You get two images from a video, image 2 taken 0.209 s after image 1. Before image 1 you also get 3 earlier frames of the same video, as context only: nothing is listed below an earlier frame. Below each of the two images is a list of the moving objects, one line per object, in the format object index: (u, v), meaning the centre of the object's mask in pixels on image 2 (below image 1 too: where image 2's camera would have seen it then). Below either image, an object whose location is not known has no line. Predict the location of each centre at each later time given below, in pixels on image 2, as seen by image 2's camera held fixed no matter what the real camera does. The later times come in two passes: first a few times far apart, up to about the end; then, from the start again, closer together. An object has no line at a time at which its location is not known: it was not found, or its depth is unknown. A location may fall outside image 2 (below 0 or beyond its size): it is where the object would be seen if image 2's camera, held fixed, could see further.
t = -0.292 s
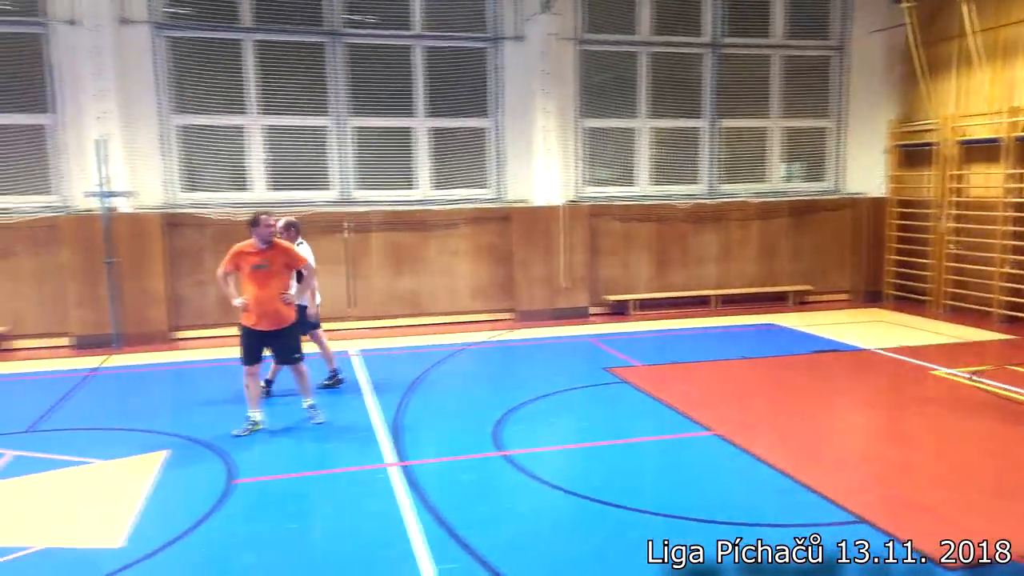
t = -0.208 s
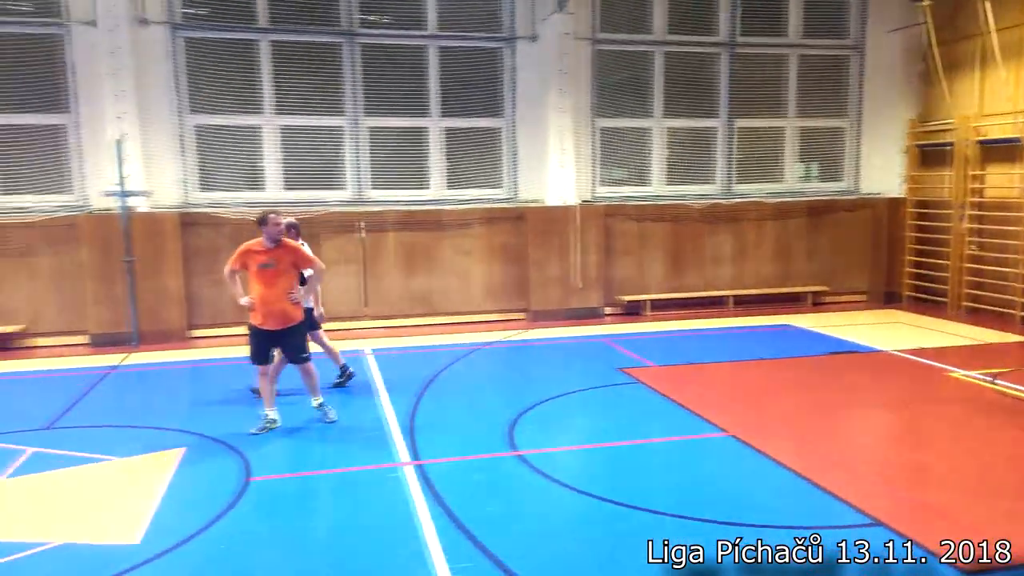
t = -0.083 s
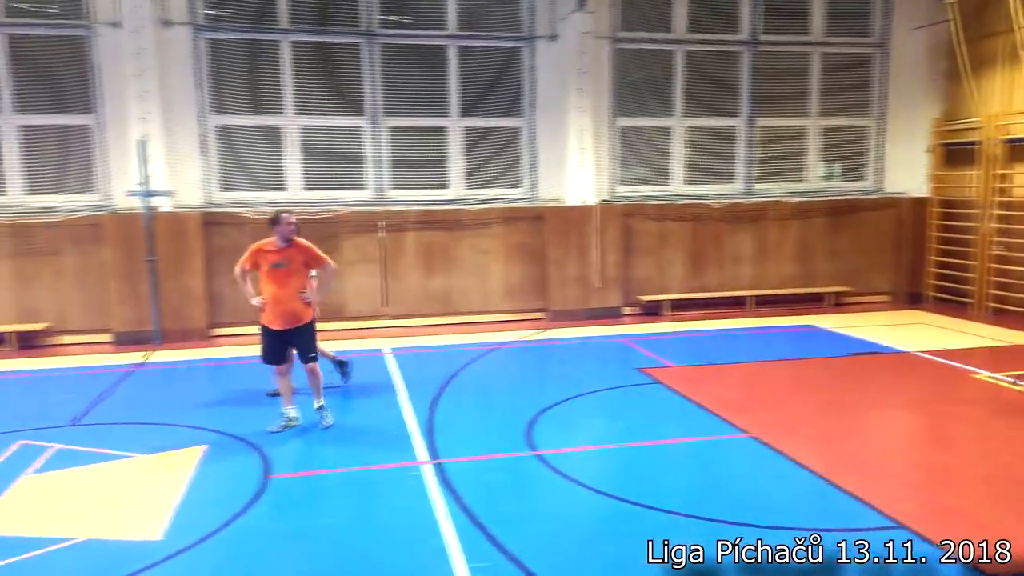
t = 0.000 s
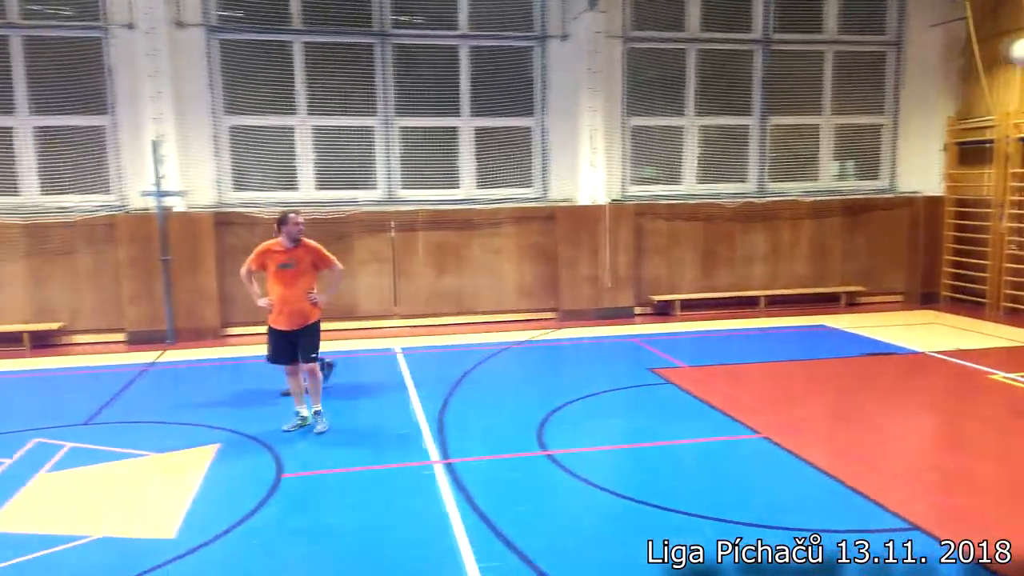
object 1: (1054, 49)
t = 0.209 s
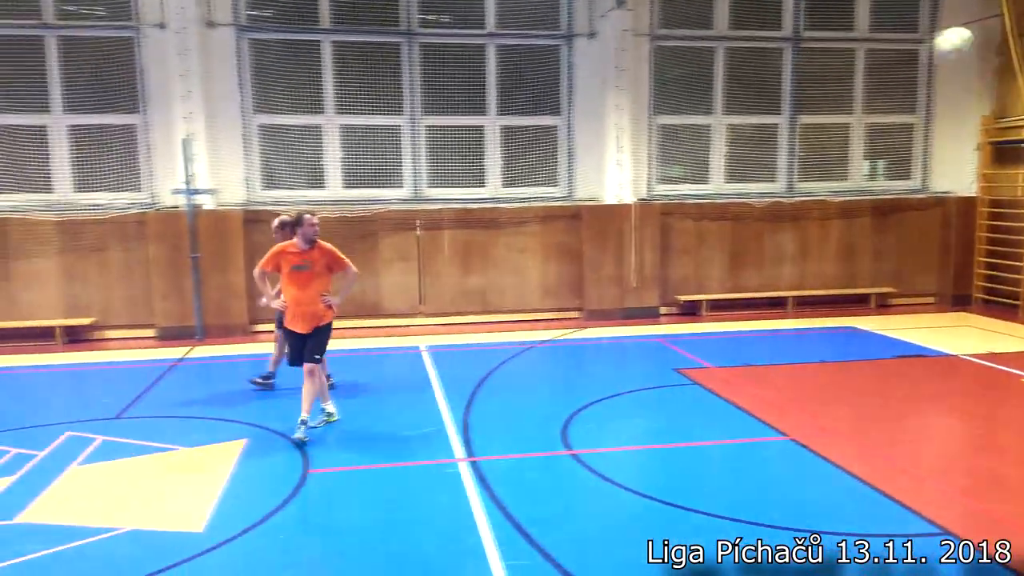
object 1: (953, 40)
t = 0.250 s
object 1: (926, 49)
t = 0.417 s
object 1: (827, 104)
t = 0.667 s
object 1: (672, 273)
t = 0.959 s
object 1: (512, 448)
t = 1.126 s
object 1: (452, 386)
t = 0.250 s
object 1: (926, 49)
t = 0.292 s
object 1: (899, 61)
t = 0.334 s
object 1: (877, 72)
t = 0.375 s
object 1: (855, 84)
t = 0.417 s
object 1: (827, 104)
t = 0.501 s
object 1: (775, 149)
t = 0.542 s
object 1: (755, 170)
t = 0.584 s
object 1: (724, 205)
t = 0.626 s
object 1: (694, 244)
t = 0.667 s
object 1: (672, 273)
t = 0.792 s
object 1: (599, 381)
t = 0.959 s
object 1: (512, 448)
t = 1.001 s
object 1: (498, 433)
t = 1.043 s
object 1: (482, 413)
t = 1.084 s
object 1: (467, 401)
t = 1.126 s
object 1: (452, 386)
